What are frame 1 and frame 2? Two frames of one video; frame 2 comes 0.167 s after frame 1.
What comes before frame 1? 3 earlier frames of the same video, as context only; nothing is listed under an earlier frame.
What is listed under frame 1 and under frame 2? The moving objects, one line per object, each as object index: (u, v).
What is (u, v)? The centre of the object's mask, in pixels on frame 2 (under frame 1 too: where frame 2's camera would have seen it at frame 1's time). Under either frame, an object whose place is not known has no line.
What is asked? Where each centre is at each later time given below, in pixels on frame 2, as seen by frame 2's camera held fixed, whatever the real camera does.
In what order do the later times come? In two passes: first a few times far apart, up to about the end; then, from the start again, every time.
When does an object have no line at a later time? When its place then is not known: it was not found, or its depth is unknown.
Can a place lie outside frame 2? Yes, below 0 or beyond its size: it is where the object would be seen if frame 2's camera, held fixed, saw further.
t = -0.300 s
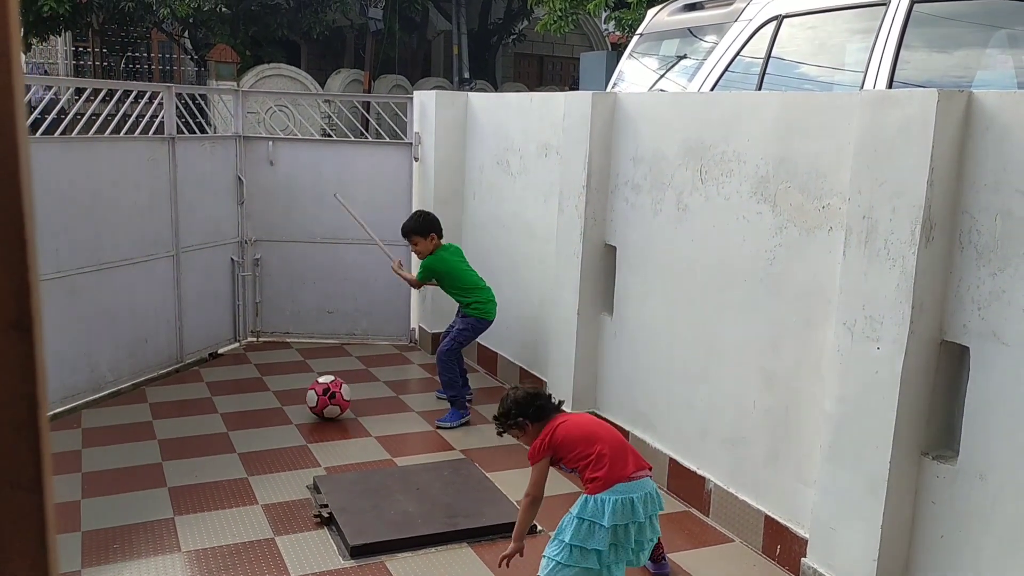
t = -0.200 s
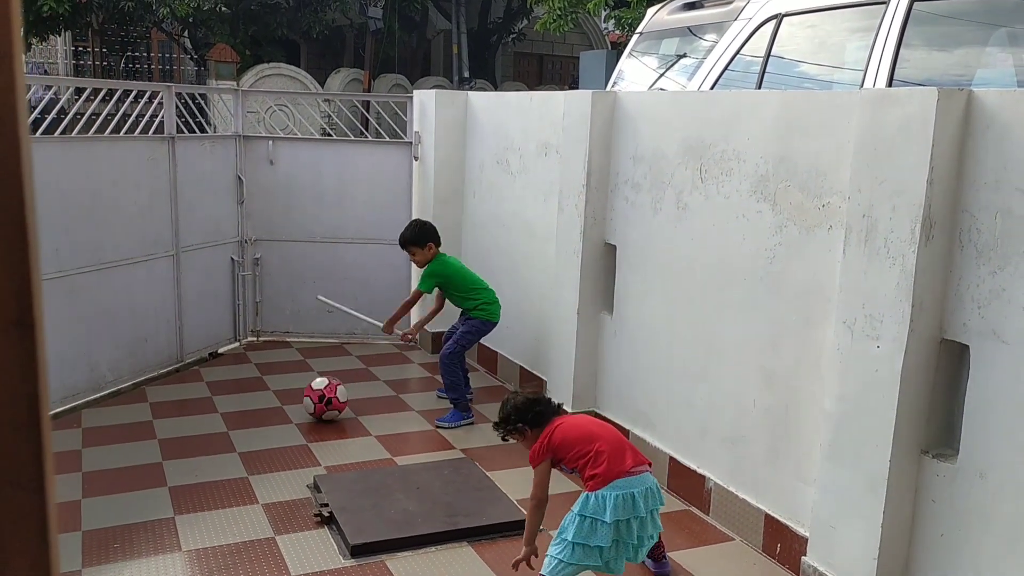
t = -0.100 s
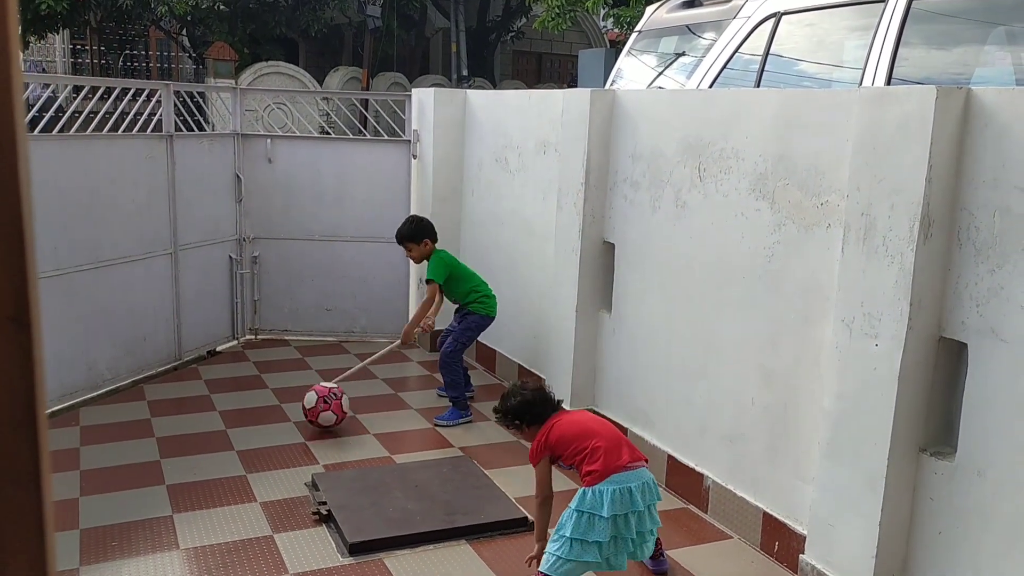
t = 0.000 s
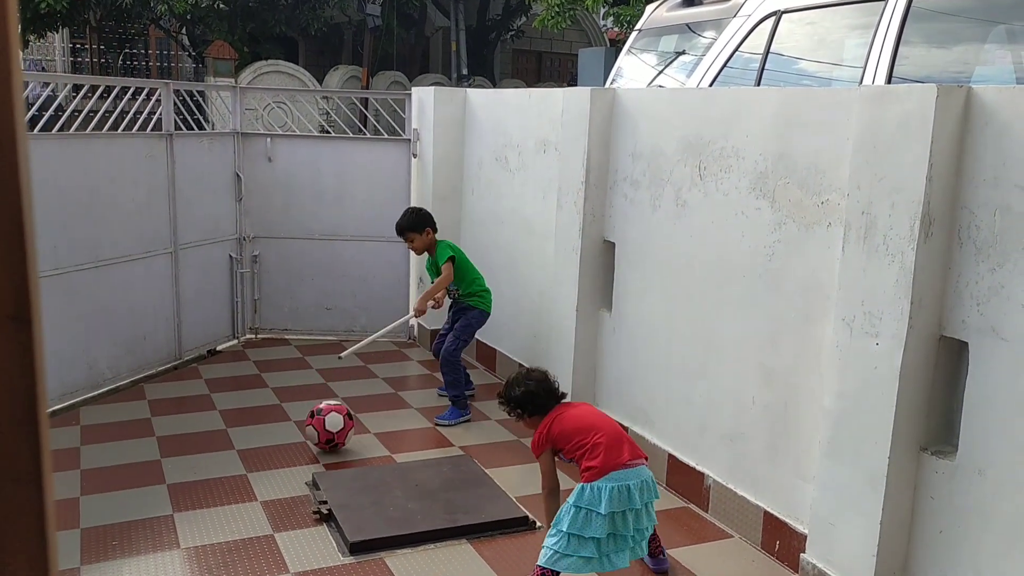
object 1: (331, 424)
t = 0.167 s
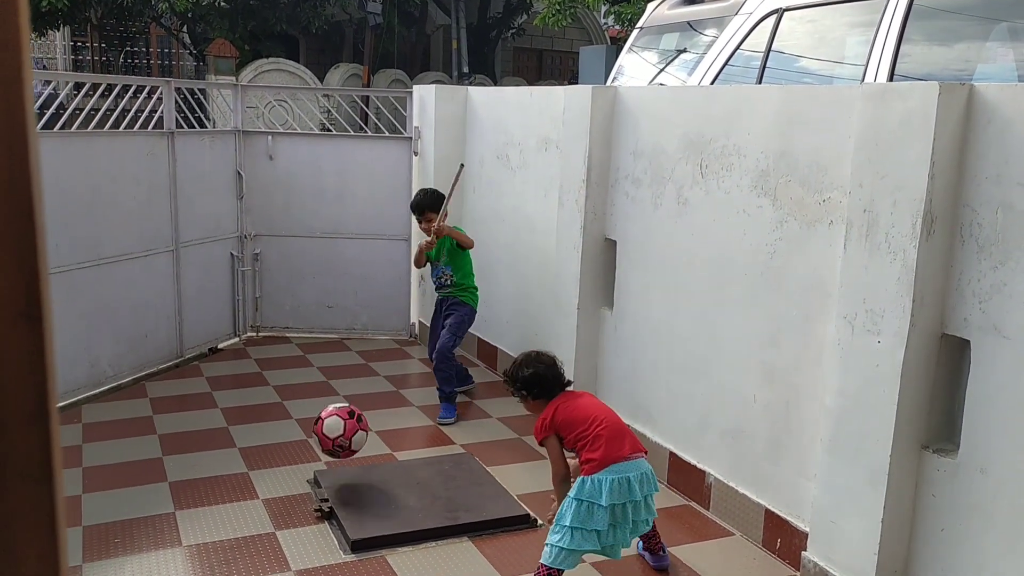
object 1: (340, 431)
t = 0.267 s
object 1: (345, 429)
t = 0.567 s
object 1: (358, 506)
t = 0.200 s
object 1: (341, 428)
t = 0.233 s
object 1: (343, 427)
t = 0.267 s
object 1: (345, 429)
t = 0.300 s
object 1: (346, 433)
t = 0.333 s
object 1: (348, 440)
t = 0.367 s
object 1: (349, 450)
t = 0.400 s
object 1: (351, 464)
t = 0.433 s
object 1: (353, 481)
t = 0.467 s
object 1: (355, 502)
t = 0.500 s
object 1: (356, 507)
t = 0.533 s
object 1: (357, 505)
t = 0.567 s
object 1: (358, 506)
